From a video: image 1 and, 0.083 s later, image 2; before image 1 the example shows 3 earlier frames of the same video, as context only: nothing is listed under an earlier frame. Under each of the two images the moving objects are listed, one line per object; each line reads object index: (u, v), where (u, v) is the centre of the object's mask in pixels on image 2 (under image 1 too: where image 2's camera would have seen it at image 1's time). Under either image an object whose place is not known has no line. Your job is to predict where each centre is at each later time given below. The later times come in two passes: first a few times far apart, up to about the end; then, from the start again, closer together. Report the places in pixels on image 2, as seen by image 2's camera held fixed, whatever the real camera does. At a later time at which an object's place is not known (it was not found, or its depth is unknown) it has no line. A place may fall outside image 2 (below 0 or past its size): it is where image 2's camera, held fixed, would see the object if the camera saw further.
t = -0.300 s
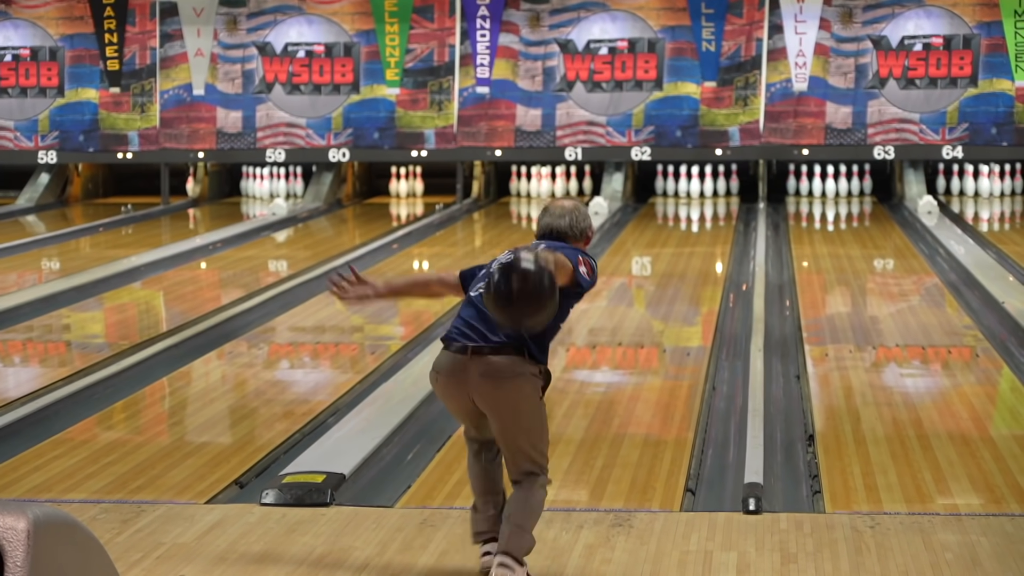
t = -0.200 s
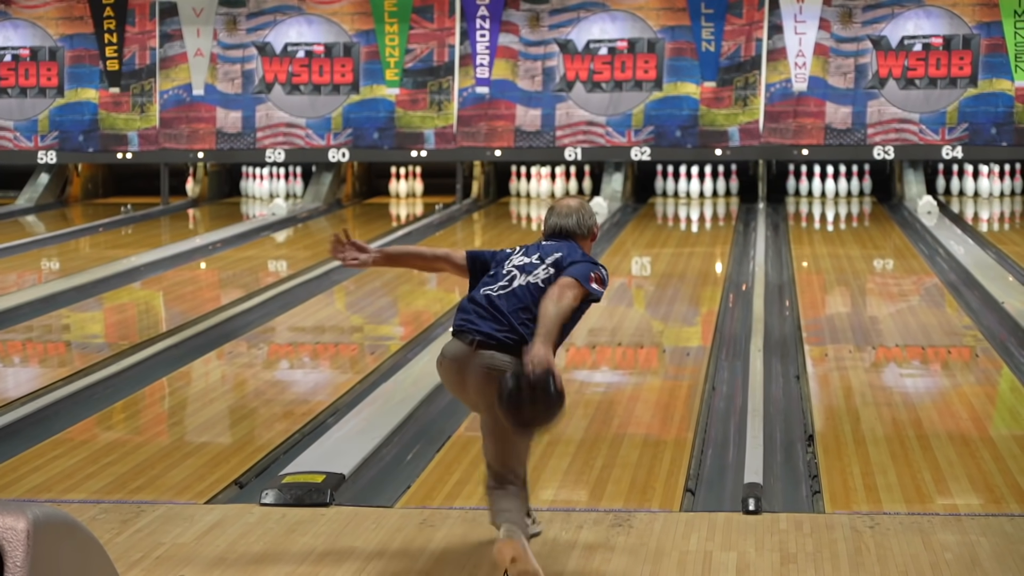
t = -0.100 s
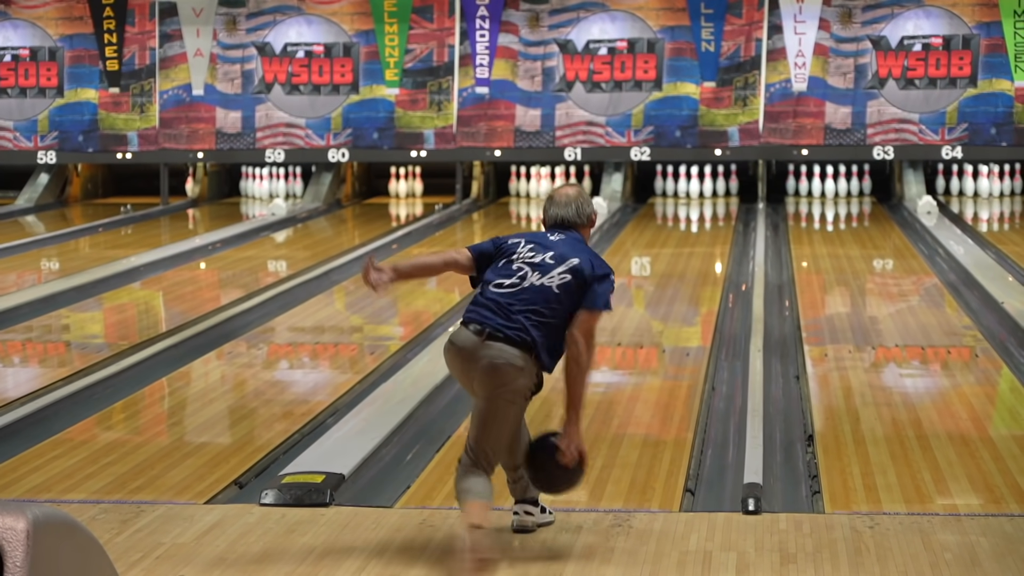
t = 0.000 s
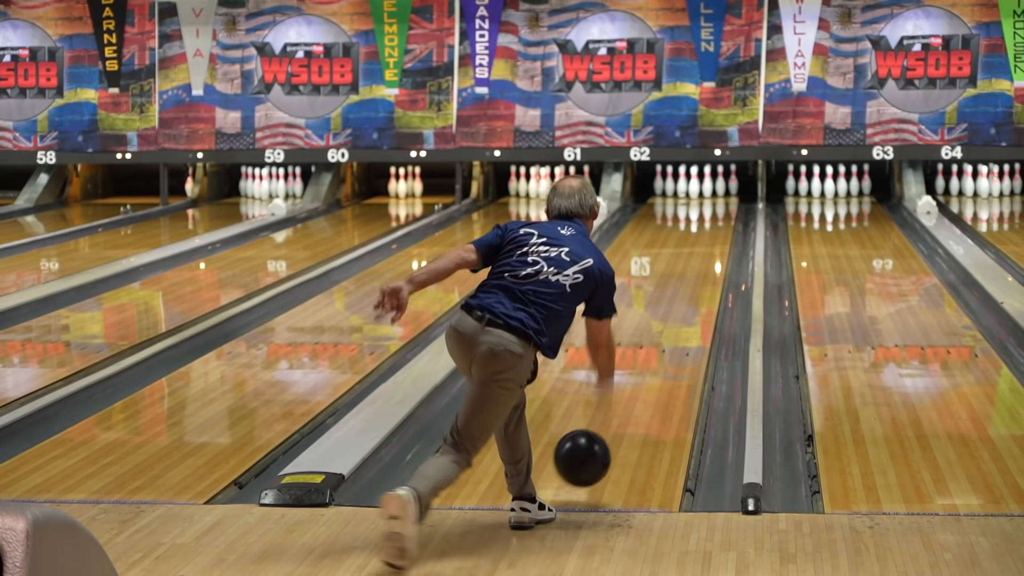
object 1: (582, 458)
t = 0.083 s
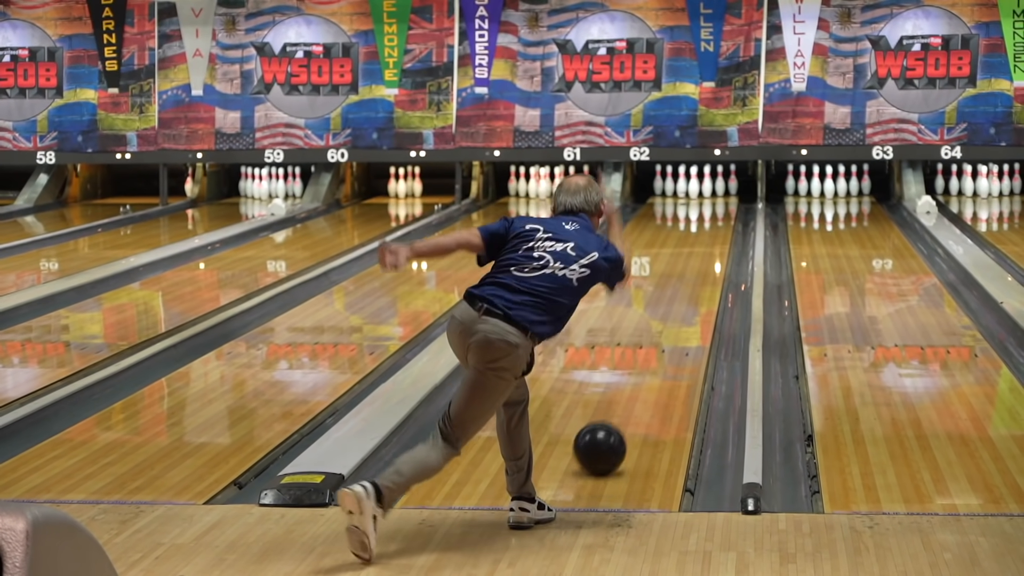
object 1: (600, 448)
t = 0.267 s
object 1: (630, 393)
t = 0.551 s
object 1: (662, 334)
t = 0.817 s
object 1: (682, 296)
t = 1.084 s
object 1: (696, 267)
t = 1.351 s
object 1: (706, 245)
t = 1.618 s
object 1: (712, 228)
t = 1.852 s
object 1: (714, 215)
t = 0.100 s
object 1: (603, 442)
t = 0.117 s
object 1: (606, 436)
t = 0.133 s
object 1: (609, 431)
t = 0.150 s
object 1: (612, 426)
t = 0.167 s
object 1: (615, 421)
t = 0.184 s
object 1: (617, 416)
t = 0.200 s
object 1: (620, 411)
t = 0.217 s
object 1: (622, 406)
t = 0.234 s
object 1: (625, 402)
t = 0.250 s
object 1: (627, 398)
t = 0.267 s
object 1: (630, 393)
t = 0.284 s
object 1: (632, 389)
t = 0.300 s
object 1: (634, 385)
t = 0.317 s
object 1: (636, 381)
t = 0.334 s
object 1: (639, 377)
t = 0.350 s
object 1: (640, 373)
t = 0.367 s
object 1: (643, 369)
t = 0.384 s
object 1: (644, 365)
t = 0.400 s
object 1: (646, 362)
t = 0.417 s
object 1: (648, 358)
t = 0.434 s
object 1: (650, 355)
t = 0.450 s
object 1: (652, 352)
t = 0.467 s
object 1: (654, 348)
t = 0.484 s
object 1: (655, 346)
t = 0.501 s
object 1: (659, 345)
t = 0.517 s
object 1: (663, 339)
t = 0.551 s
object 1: (662, 334)
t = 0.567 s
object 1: (663, 331)
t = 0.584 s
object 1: (664, 329)
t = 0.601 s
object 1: (666, 326)
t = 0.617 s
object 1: (667, 324)
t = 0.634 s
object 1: (669, 321)
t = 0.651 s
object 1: (670, 319)
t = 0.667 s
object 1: (671, 317)
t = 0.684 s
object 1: (673, 314)
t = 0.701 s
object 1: (674, 312)
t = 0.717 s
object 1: (675, 310)
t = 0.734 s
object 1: (676, 307)
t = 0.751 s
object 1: (677, 305)
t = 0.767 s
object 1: (678, 303)
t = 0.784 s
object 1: (679, 301)
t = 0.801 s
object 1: (680, 299)
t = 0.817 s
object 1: (682, 296)
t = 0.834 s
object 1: (683, 294)
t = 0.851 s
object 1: (684, 292)
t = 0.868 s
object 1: (685, 290)
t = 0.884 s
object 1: (686, 288)
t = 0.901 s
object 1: (687, 287)
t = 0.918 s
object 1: (687, 285)
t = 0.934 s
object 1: (688, 283)
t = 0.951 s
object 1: (689, 281)
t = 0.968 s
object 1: (690, 279)
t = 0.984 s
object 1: (691, 277)
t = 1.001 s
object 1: (692, 276)
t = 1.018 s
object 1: (693, 274)
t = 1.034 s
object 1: (693, 272)
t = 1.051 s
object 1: (694, 271)
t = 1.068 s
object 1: (695, 269)
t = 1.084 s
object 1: (696, 267)
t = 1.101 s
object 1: (696, 266)
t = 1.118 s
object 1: (697, 264)
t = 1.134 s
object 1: (698, 263)
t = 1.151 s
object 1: (698, 261)
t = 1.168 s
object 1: (699, 260)
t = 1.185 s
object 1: (700, 259)
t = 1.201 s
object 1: (701, 257)
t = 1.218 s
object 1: (701, 256)
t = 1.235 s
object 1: (702, 255)
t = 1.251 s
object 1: (702, 253)
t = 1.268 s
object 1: (703, 252)
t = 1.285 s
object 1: (703, 251)
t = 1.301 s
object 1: (704, 250)
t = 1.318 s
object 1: (705, 248)
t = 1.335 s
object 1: (705, 247)
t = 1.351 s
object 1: (706, 245)
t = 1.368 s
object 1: (706, 244)
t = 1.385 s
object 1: (707, 243)
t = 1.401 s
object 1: (707, 242)
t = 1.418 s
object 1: (707, 241)
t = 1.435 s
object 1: (708, 240)
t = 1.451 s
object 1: (708, 238)
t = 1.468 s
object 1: (709, 234)
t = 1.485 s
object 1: (712, 233)
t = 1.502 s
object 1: (715, 235)
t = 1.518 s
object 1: (713, 235)
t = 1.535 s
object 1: (711, 233)
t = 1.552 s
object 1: (711, 232)
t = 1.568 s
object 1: (711, 231)
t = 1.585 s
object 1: (711, 230)
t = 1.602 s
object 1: (712, 229)
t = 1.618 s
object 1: (712, 228)
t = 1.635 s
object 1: (712, 227)
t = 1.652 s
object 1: (712, 226)
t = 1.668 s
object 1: (713, 225)
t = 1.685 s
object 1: (713, 224)
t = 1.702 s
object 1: (713, 223)
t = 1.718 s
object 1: (714, 222)
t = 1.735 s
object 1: (714, 221)
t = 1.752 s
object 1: (714, 220)
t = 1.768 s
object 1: (714, 219)
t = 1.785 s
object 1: (714, 219)
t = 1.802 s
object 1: (714, 218)
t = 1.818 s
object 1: (714, 217)
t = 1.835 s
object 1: (714, 216)
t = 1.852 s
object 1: (714, 215)
